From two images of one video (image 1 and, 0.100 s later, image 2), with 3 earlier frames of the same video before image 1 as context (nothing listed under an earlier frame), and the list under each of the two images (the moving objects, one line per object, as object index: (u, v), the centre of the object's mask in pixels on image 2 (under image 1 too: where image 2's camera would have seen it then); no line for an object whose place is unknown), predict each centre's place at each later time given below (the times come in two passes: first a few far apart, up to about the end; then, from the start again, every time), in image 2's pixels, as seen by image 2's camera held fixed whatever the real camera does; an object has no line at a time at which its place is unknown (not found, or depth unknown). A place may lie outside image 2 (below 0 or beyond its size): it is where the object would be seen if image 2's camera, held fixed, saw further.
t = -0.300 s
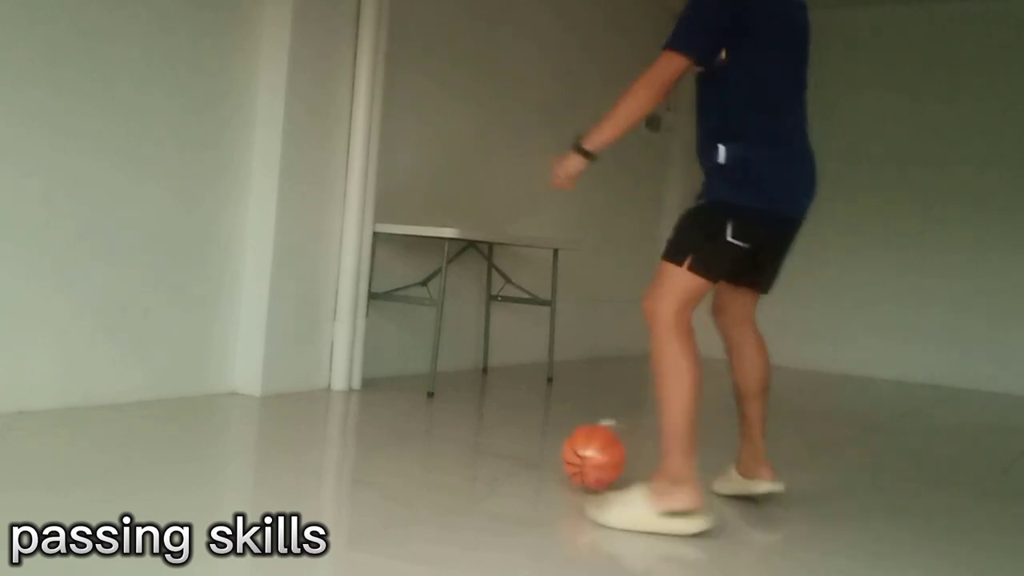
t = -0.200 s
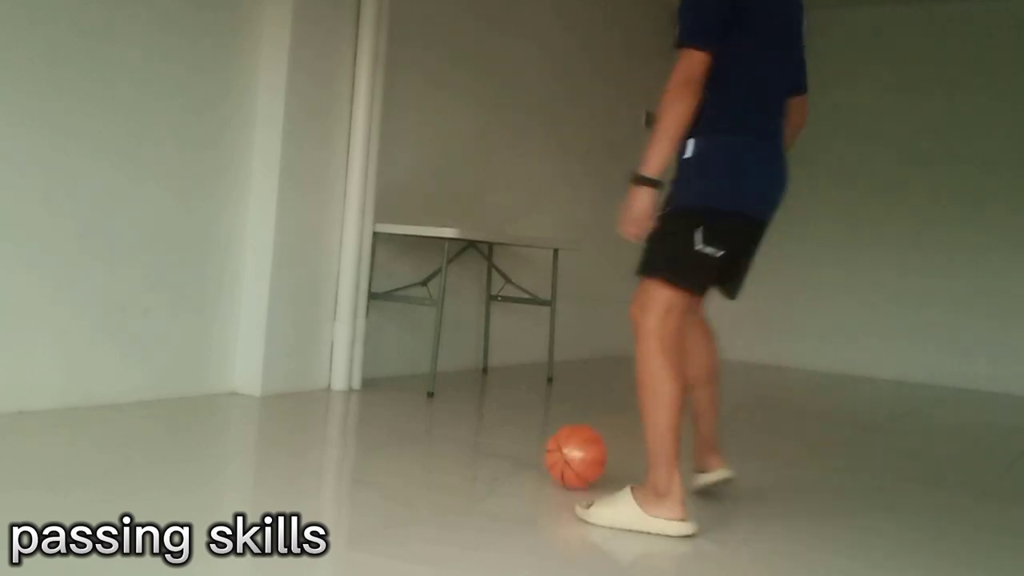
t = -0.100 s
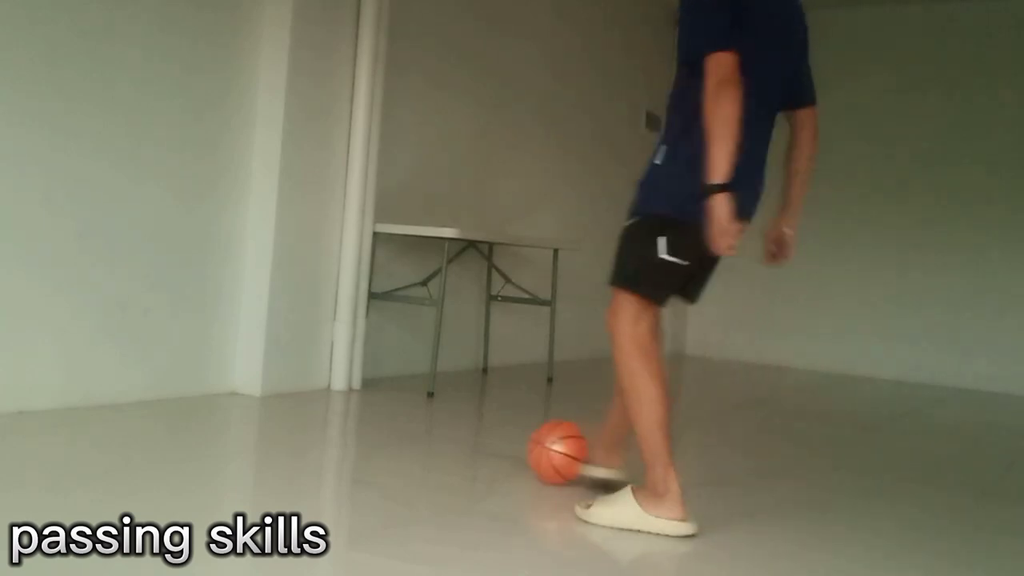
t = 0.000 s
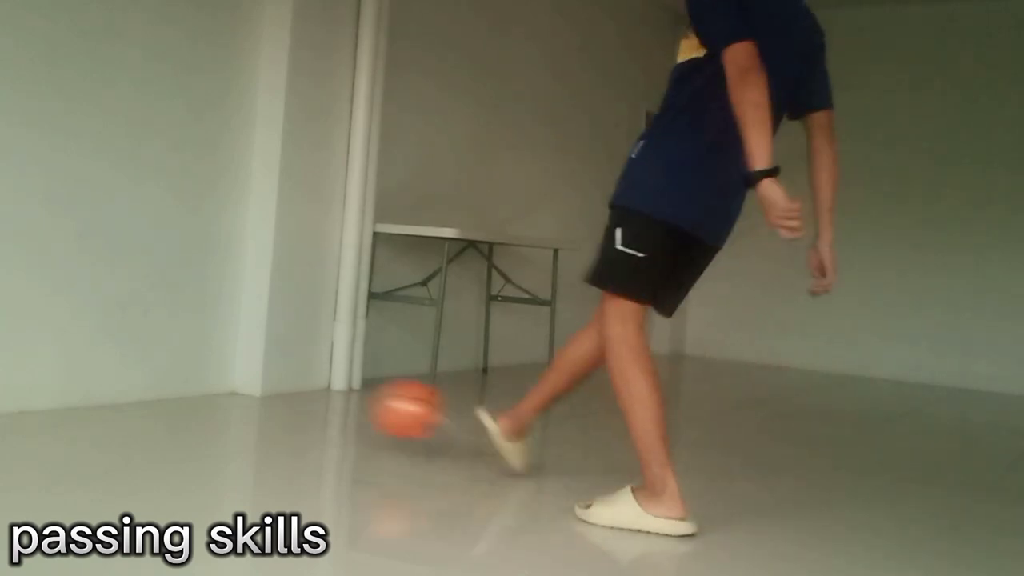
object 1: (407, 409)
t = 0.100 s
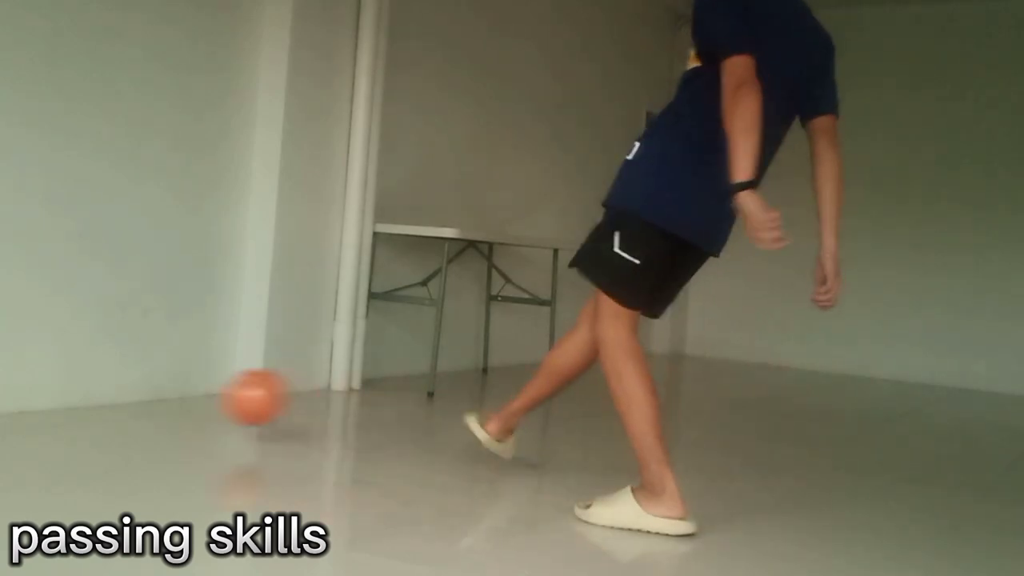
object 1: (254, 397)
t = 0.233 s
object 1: (98, 381)
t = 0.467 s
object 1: (58, 397)
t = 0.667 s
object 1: (88, 402)
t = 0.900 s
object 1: (123, 425)
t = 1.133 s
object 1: (166, 445)
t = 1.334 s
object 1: (210, 467)
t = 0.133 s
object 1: (207, 400)
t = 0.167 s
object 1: (160, 407)
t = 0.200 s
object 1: (129, 395)
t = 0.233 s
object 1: (98, 381)
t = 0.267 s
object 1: (66, 372)
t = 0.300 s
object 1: (37, 365)
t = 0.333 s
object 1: (23, 362)
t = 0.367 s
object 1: (30, 365)
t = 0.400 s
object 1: (38, 371)
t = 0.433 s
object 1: (47, 381)
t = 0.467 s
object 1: (58, 397)
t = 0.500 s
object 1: (67, 414)
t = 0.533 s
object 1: (73, 406)
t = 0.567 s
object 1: (78, 400)
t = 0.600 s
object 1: (82, 398)
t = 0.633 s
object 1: (85, 398)
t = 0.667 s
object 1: (88, 402)
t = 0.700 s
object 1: (92, 409)
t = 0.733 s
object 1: (95, 420)
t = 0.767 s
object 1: (98, 436)
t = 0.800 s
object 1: (103, 434)
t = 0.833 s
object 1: (110, 427)
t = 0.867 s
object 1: (117, 424)
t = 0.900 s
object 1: (123, 425)
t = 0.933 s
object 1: (129, 431)
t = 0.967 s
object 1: (135, 442)
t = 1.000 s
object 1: (141, 458)
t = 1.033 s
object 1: (147, 453)
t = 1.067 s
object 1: (153, 447)
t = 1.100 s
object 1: (159, 444)
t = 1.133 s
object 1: (166, 445)
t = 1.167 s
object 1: (172, 452)
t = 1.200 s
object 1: (178, 463)
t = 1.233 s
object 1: (184, 478)
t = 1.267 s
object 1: (192, 476)
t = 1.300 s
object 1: (201, 469)
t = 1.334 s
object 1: (210, 467)
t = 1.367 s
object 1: (219, 470)
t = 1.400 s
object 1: (227, 478)
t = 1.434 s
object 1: (235, 488)
